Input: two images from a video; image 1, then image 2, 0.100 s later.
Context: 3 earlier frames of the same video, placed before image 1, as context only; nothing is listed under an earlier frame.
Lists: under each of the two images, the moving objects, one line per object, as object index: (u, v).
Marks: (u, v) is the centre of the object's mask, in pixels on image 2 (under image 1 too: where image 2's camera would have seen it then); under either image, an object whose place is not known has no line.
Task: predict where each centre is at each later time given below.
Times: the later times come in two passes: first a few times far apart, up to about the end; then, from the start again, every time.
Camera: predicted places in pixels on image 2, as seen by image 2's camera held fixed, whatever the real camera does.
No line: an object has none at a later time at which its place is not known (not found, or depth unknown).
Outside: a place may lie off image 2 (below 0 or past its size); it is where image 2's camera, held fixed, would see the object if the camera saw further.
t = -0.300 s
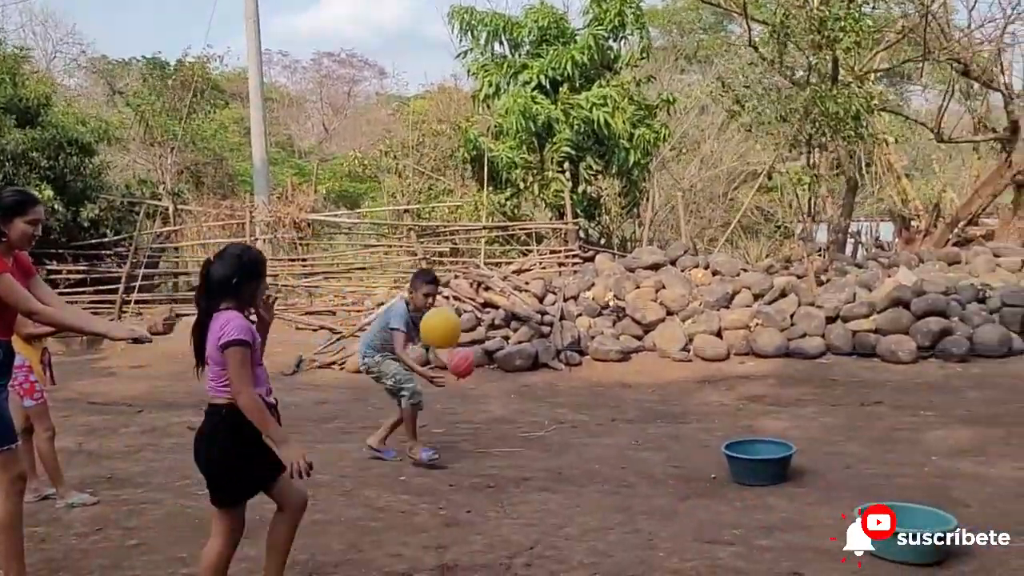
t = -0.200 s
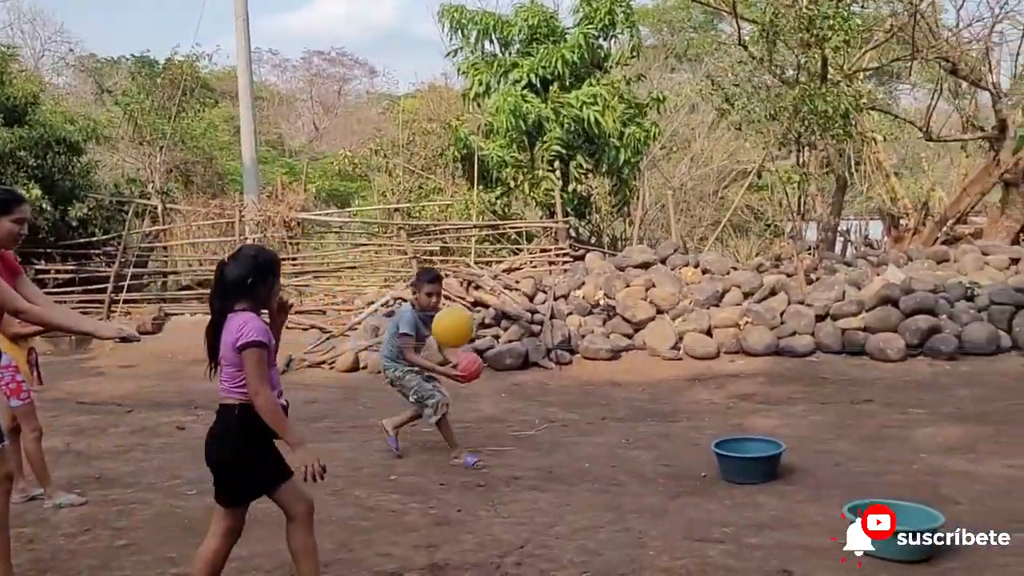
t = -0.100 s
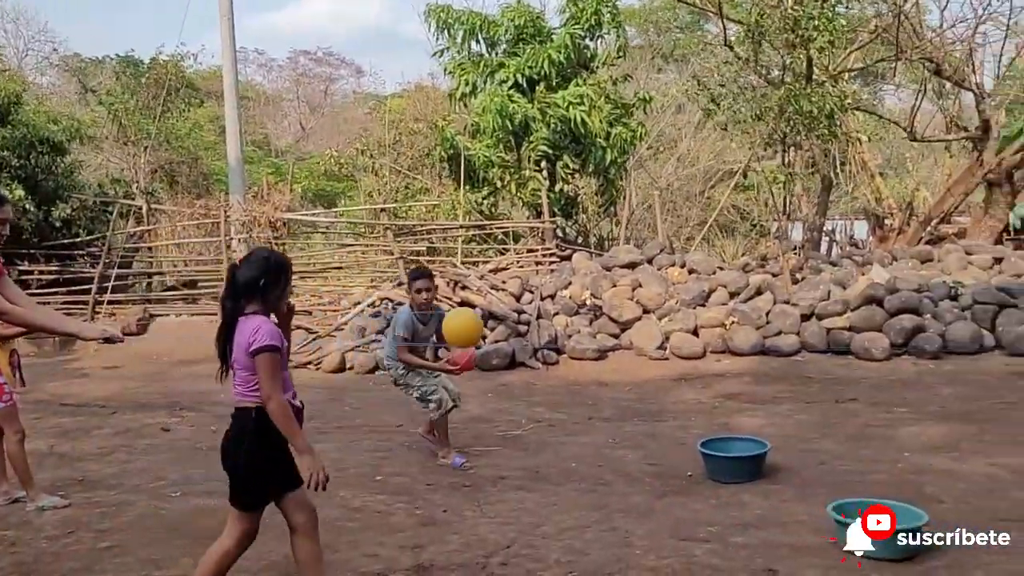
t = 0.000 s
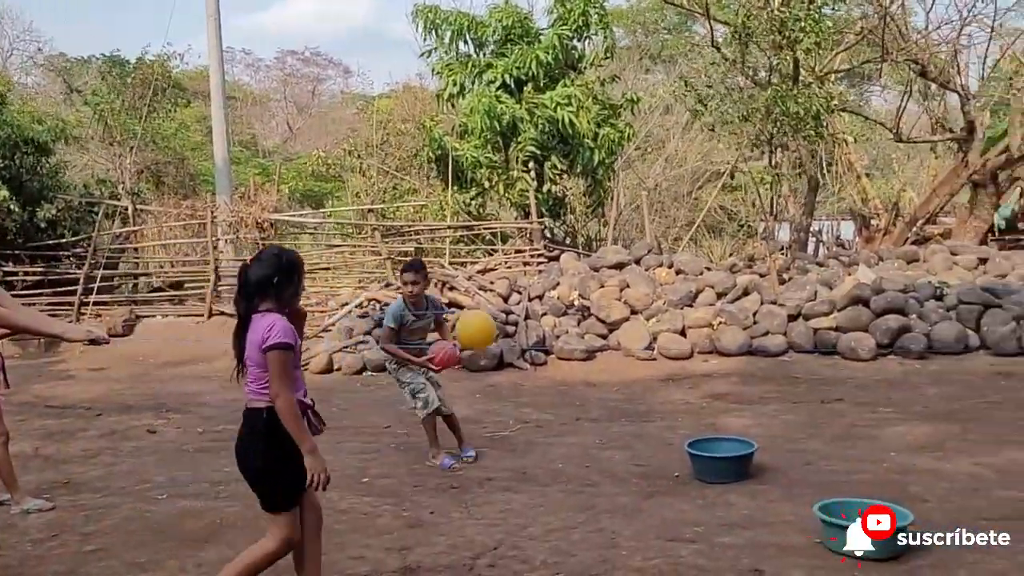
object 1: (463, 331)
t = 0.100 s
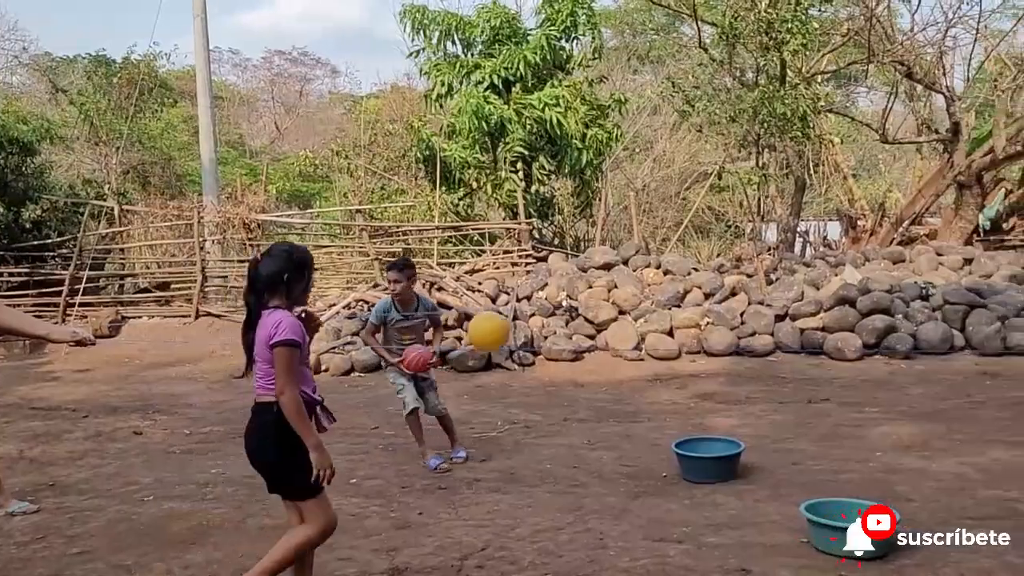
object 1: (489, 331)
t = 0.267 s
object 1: (527, 331)
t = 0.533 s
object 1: (598, 331)
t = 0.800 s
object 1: (668, 331)
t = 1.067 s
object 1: (732, 336)
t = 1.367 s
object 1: (810, 481)
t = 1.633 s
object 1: (826, 497)
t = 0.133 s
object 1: (496, 330)
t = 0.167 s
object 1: (503, 330)
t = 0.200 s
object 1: (513, 330)
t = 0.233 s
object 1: (521, 330)
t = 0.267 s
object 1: (527, 331)
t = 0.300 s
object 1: (537, 332)
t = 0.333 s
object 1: (546, 333)
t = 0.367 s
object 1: (554, 334)
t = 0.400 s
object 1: (562, 334)
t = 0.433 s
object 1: (572, 334)
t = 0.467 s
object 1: (581, 333)
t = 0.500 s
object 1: (590, 333)
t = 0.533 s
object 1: (598, 331)
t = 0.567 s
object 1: (606, 330)
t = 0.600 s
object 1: (615, 329)
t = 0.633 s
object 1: (623, 329)
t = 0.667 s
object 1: (632, 330)
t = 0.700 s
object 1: (641, 330)
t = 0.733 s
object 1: (651, 331)
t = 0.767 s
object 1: (658, 331)
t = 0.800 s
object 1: (668, 331)
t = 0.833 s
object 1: (677, 332)
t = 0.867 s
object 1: (686, 331)
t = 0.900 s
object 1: (693, 331)
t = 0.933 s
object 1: (702, 331)
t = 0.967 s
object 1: (709, 331)
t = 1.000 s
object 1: (716, 330)
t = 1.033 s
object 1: (724, 332)
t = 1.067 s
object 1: (732, 336)
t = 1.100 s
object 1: (740, 342)
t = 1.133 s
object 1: (749, 350)
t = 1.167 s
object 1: (757, 361)
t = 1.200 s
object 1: (766, 375)
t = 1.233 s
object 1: (776, 391)
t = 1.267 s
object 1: (786, 410)
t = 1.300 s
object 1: (794, 432)
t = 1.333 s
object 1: (801, 456)
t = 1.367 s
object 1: (810, 481)
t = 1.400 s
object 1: (818, 507)
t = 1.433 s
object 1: (819, 501)
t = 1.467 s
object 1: (820, 495)
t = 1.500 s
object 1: (820, 490)
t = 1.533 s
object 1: (821, 489)
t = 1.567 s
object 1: (822, 489)
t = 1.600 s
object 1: (824, 492)
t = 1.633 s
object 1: (826, 497)
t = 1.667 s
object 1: (827, 506)
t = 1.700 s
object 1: (829, 516)
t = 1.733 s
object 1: (830, 530)
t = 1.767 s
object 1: (832, 546)
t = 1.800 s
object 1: (834, 566)
